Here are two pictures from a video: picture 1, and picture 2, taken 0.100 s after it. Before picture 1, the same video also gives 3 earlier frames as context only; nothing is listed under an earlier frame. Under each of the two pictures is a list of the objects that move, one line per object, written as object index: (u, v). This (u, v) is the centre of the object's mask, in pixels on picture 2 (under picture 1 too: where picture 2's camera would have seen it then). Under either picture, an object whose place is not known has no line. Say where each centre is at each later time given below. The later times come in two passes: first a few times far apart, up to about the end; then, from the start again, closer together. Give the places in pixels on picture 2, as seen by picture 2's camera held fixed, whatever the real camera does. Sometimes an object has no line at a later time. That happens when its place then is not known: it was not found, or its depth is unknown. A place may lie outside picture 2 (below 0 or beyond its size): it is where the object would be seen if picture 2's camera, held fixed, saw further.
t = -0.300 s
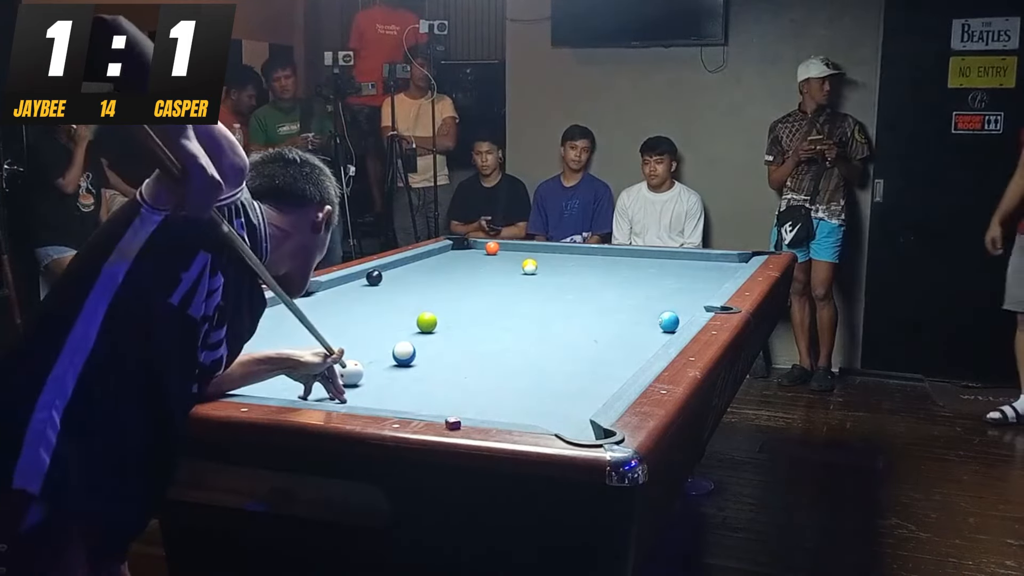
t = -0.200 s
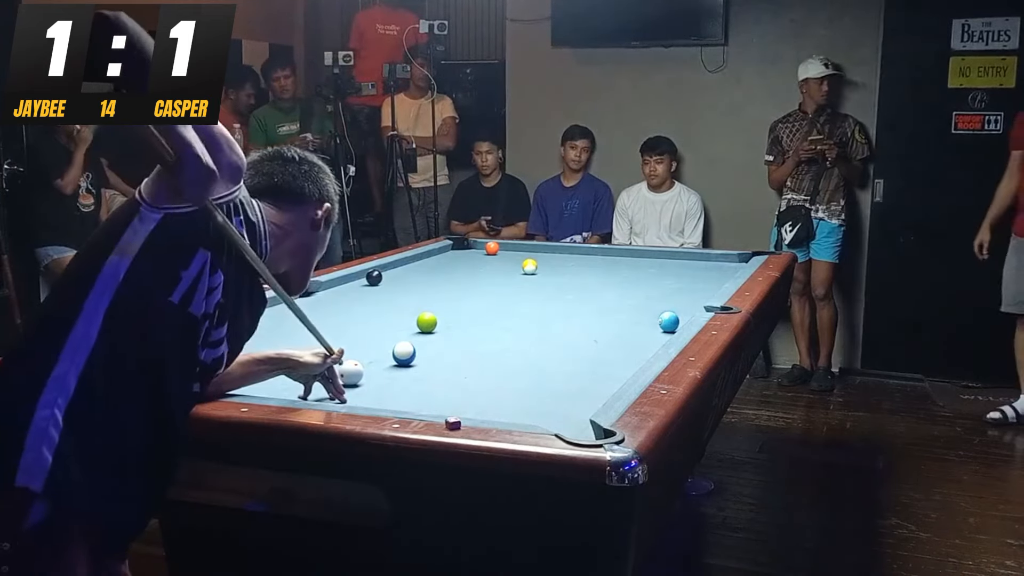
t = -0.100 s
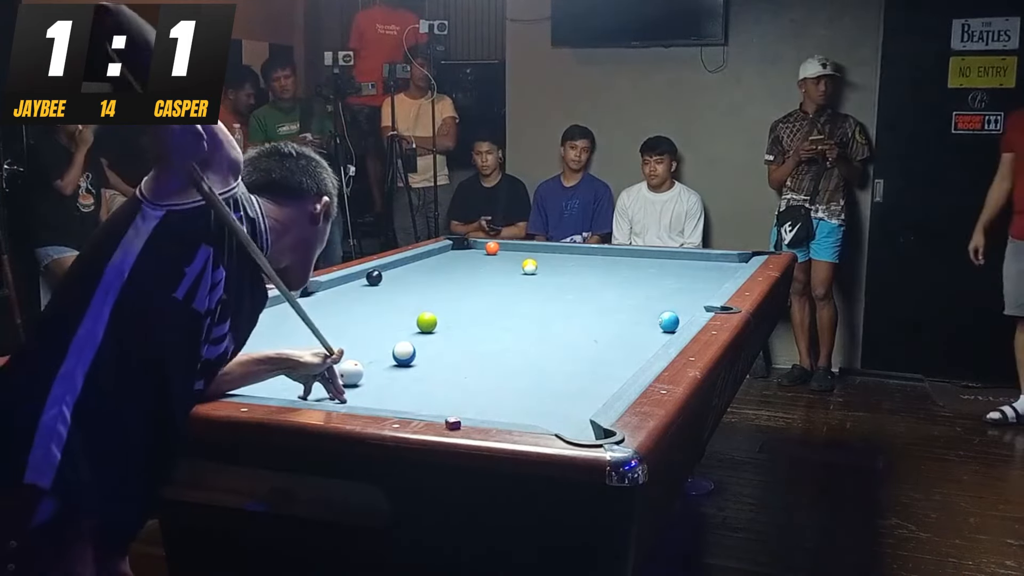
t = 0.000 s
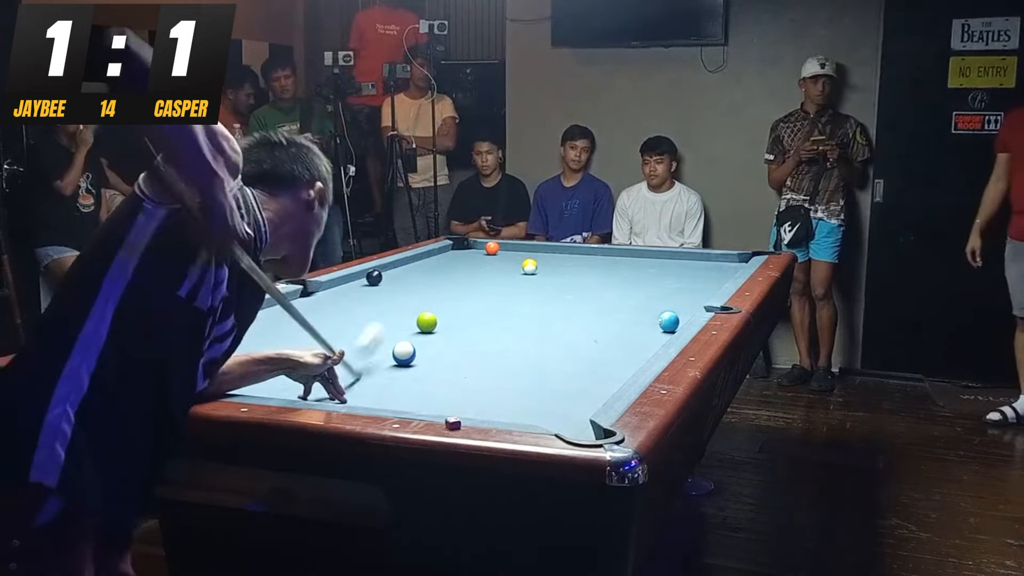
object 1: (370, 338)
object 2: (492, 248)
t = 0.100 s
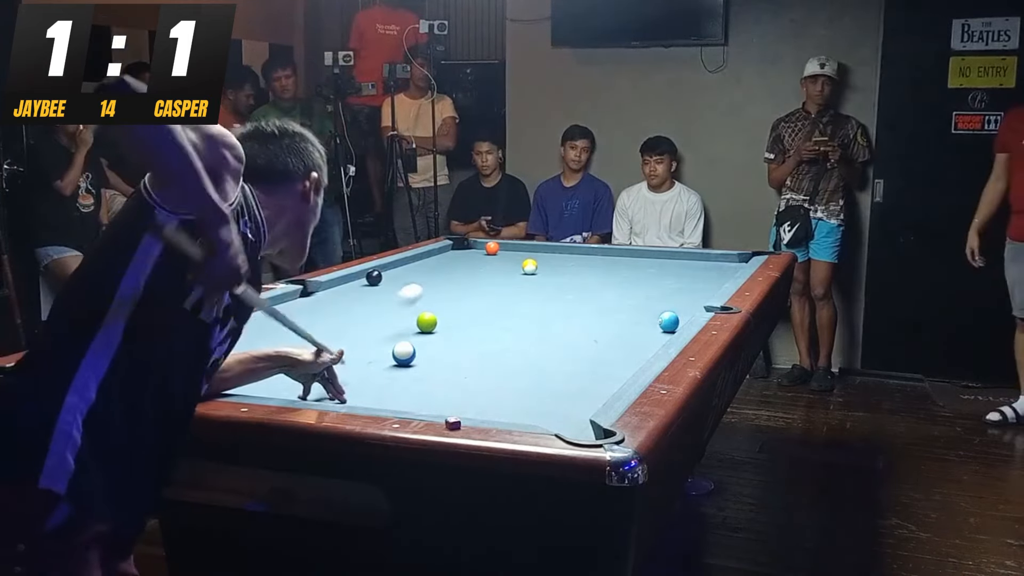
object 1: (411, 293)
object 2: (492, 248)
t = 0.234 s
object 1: (451, 286)
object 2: (492, 248)
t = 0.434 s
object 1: (488, 257)
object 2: (493, 246)
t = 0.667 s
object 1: (540, 249)
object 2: (459, 244)
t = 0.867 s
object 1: (550, 255)
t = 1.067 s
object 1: (562, 263)
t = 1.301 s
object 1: (577, 272)
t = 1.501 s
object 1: (590, 280)
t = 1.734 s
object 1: (608, 290)
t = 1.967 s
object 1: (626, 302)
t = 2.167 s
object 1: (644, 312)
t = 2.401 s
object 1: (646, 321)
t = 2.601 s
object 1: (635, 325)
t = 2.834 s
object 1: (622, 330)
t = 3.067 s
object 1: (610, 336)
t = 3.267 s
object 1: (600, 340)
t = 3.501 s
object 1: (589, 344)
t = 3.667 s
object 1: (581, 348)
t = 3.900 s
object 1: (570, 351)
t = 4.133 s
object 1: (560, 354)
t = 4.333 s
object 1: (552, 356)
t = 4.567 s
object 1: (543, 361)
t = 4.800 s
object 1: (536, 364)
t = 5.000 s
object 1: (530, 366)
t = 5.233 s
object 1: (525, 368)
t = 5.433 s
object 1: (521, 369)
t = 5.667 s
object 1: (518, 369)
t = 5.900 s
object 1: (517, 370)
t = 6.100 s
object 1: (517, 370)
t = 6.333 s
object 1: (517, 370)
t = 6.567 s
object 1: (517, 370)
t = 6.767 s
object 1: (517, 370)
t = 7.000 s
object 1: (517, 370)
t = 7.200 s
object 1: (517, 370)
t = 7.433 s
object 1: (517, 370)
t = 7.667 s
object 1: (517, 370)
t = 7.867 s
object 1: (517, 370)
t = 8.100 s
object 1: (517, 370)
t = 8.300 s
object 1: (517, 370)
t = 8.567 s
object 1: (517, 370)
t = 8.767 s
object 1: (516, 370)
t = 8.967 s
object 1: (517, 370)
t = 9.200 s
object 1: (517, 370)
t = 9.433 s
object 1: (517, 370)
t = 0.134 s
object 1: (422, 289)
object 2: (492, 248)
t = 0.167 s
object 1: (432, 288)
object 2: (492, 248)
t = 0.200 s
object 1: (441, 291)
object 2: (492, 248)
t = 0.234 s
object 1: (451, 286)
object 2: (492, 248)
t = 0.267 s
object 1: (458, 276)
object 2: (492, 248)
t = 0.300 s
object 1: (465, 270)
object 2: (492, 248)
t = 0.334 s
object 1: (471, 268)
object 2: (492, 248)
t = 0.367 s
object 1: (477, 266)
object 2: (492, 248)
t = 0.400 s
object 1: (483, 260)
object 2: (492, 248)
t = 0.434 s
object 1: (488, 257)
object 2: (493, 246)
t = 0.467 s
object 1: (493, 254)
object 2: (492, 245)
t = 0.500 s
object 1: (497, 250)
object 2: (489, 247)
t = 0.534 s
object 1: (508, 248)
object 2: (487, 247)
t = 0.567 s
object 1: (521, 248)
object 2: (478, 245)
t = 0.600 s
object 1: (533, 247)
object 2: (468, 243)
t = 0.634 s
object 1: (538, 248)
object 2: (460, 243)
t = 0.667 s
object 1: (540, 249)
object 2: (459, 244)
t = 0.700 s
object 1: (541, 250)
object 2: (461, 245)
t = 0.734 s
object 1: (543, 251)
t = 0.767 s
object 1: (545, 252)
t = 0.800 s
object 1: (546, 253)
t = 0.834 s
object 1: (548, 254)
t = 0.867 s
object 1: (550, 255)
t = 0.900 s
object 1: (552, 257)
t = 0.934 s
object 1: (554, 258)
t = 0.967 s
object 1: (556, 259)
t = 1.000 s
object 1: (558, 260)
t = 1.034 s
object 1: (560, 261)
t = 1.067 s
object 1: (562, 263)
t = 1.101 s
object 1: (564, 264)
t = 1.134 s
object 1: (566, 265)
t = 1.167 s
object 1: (568, 266)
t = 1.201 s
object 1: (570, 268)
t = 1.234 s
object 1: (572, 269)
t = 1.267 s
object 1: (574, 270)
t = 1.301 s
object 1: (577, 272)
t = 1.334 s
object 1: (579, 273)
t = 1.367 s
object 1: (581, 274)
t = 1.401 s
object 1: (583, 276)
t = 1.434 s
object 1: (585, 277)
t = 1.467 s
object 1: (588, 279)
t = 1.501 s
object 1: (590, 280)
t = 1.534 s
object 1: (593, 281)
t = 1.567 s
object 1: (595, 283)
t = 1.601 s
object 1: (597, 284)
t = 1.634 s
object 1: (600, 286)
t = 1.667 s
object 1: (602, 287)
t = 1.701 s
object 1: (605, 288)
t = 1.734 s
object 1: (608, 290)
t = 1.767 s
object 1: (610, 292)
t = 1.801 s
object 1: (613, 293)
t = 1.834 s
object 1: (615, 295)
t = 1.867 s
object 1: (618, 297)
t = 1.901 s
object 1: (621, 298)
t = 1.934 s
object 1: (624, 300)
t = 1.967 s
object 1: (626, 302)
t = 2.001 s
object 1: (629, 303)
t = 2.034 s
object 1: (632, 305)
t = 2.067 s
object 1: (635, 307)
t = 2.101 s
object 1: (638, 308)
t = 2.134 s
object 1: (641, 310)
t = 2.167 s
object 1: (644, 312)
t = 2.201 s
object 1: (647, 314)
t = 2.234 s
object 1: (650, 316)
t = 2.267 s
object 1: (652, 317)
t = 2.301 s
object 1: (652, 319)
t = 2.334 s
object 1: (650, 320)
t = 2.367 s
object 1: (648, 320)
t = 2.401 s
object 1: (646, 321)
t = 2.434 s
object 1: (644, 322)
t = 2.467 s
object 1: (642, 323)
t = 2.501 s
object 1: (641, 323)
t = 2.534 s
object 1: (639, 324)
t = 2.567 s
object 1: (637, 324)
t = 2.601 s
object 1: (635, 325)
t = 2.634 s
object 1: (633, 326)
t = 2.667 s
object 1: (631, 327)
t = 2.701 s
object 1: (630, 328)
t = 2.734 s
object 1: (628, 328)
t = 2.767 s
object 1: (626, 329)
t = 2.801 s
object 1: (624, 330)
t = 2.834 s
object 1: (622, 330)
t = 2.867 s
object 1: (620, 331)
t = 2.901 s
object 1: (619, 332)
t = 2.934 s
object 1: (617, 332)
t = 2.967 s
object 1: (615, 333)
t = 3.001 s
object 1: (613, 334)
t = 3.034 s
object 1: (612, 335)
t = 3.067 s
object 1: (610, 336)
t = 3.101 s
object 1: (608, 336)
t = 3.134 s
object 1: (607, 337)
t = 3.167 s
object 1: (605, 337)
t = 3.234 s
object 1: (601, 339)
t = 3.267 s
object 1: (600, 340)
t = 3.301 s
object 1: (599, 340)
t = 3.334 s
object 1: (597, 341)
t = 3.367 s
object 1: (595, 342)
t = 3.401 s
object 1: (594, 342)
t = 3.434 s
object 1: (592, 343)
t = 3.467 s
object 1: (591, 344)
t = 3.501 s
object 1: (589, 344)
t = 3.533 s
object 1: (587, 345)
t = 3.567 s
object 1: (586, 346)
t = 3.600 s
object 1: (584, 346)
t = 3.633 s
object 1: (582, 347)
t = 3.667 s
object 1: (581, 348)
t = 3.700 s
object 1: (579, 348)
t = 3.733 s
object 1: (578, 349)
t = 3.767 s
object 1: (576, 349)
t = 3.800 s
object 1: (575, 350)
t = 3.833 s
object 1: (573, 350)
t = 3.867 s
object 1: (572, 351)
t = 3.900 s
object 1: (570, 351)
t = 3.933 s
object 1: (568, 352)
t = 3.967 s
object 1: (567, 353)
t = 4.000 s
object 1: (565, 353)
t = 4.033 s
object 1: (564, 354)
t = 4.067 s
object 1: (563, 354)
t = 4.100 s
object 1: (561, 354)
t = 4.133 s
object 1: (560, 354)
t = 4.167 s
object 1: (559, 355)
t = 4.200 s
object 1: (557, 356)
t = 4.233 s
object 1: (556, 356)
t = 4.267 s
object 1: (555, 356)
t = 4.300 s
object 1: (553, 356)
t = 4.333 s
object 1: (552, 356)
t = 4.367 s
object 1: (551, 356)
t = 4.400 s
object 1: (550, 357)
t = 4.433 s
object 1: (548, 359)
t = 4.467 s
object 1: (547, 360)
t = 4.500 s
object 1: (545, 360)
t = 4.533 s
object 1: (545, 361)
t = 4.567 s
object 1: (543, 361)
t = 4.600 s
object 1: (543, 362)
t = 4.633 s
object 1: (541, 362)
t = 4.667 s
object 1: (540, 362)
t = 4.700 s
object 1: (539, 363)
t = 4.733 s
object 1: (538, 363)
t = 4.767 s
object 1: (537, 364)
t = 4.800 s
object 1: (536, 364)
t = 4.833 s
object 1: (535, 364)
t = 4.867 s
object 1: (534, 365)
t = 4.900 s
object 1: (533, 365)
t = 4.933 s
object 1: (532, 365)
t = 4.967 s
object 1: (531, 366)
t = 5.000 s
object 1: (530, 366)
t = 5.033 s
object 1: (529, 366)
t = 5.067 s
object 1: (529, 366)
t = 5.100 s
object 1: (528, 367)
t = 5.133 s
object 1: (527, 367)
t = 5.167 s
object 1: (526, 367)
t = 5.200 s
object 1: (525, 367)
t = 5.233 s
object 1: (525, 368)
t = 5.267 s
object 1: (524, 368)
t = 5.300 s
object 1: (523, 368)
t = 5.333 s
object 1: (523, 368)
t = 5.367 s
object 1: (522, 368)
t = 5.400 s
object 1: (522, 369)
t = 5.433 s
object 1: (521, 369)
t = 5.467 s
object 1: (520, 369)
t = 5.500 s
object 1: (520, 369)
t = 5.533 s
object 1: (520, 369)
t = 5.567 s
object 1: (519, 369)
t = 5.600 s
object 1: (519, 369)
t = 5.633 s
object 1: (518, 369)
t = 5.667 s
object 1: (518, 369)
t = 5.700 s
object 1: (518, 370)
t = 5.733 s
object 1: (518, 370)
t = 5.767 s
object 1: (517, 370)
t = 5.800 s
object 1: (517, 370)
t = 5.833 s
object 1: (517, 370)
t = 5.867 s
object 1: (517, 370)
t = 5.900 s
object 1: (517, 370)
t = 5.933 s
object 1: (517, 370)
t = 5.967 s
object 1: (517, 370)
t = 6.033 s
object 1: (517, 370)
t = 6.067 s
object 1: (517, 370)
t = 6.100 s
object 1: (517, 370)
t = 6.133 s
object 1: (517, 370)
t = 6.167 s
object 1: (517, 370)
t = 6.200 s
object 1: (517, 370)
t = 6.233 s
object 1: (517, 370)
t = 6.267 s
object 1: (517, 370)
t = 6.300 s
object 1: (517, 370)
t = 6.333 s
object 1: (517, 370)
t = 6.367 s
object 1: (517, 370)
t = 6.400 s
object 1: (517, 370)
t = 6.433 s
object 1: (517, 370)
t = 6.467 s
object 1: (517, 370)
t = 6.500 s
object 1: (517, 370)
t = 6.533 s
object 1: (517, 370)
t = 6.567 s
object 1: (517, 370)
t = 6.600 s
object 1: (517, 370)
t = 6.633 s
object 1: (517, 370)
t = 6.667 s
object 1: (517, 370)
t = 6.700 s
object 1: (517, 370)
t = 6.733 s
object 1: (517, 370)
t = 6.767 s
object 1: (517, 370)
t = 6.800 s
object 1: (517, 370)
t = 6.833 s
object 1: (517, 370)
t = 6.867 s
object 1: (517, 370)
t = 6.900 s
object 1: (517, 370)
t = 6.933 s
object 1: (517, 370)
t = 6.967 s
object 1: (517, 370)
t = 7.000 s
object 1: (517, 370)
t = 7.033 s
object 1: (517, 370)
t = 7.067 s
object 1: (517, 370)
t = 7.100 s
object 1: (517, 370)
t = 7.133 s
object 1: (517, 370)
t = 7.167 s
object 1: (517, 370)
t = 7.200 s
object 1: (517, 370)
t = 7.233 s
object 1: (517, 370)
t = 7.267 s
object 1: (517, 370)
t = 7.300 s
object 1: (517, 370)
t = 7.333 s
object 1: (517, 370)
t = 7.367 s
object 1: (517, 370)
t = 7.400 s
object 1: (517, 370)
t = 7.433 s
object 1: (517, 370)
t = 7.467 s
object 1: (517, 370)
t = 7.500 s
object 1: (517, 370)
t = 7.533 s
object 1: (517, 370)
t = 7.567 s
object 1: (517, 370)
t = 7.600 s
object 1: (517, 370)
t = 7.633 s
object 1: (517, 370)
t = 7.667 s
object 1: (517, 370)
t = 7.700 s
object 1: (517, 370)
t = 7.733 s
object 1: (517, 370)
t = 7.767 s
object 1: (517, 370)
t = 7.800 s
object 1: (517, 370)
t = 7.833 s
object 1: (517, 370)
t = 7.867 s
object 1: (517, 370)
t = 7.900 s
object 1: (517, 370)
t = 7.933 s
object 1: (517, 370)
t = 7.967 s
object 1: (517, 370)
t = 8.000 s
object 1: (517, 370)
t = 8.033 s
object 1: (517, 370)
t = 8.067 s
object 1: (517, 370)
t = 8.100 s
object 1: (517, 370)
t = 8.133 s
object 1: (517, 370)
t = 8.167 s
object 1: (517, 370)
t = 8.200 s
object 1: (517, 370)
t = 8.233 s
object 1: (517, 370)
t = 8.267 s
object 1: (517, 370)
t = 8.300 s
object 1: (517, 370)
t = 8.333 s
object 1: (517, 370)
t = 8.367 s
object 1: (517, 370)
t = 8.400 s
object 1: (517, 370)
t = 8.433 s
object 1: (517, 370)
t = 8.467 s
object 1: (517, 370)
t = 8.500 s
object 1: (517, 370)
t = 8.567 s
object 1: (517, 370)
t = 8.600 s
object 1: (517, 370)
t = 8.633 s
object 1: (517, 370)
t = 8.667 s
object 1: (517, 370)
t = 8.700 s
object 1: (517, 370)
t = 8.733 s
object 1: (517, 370)
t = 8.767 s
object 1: (516, 370)
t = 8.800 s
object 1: (517, 370)
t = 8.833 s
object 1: (517, 370)
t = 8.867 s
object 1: (517, 370)
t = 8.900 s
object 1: (517, 370)
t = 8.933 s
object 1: (517, 370)
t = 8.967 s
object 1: (517, 370)
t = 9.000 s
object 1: (516, 370)
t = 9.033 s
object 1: (517, 370)
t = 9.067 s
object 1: (516, 370)
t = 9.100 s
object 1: (517, 370)
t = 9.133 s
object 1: (517, 370)
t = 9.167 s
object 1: (517, 370)
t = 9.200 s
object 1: (517, 370)
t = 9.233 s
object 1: (517, 370)
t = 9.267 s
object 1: (517, 370)
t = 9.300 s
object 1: (517, 370)
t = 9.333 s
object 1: (517, 370)
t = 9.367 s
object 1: (517, 370)
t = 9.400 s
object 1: (517, 370)
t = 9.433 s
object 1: (517, 370)
